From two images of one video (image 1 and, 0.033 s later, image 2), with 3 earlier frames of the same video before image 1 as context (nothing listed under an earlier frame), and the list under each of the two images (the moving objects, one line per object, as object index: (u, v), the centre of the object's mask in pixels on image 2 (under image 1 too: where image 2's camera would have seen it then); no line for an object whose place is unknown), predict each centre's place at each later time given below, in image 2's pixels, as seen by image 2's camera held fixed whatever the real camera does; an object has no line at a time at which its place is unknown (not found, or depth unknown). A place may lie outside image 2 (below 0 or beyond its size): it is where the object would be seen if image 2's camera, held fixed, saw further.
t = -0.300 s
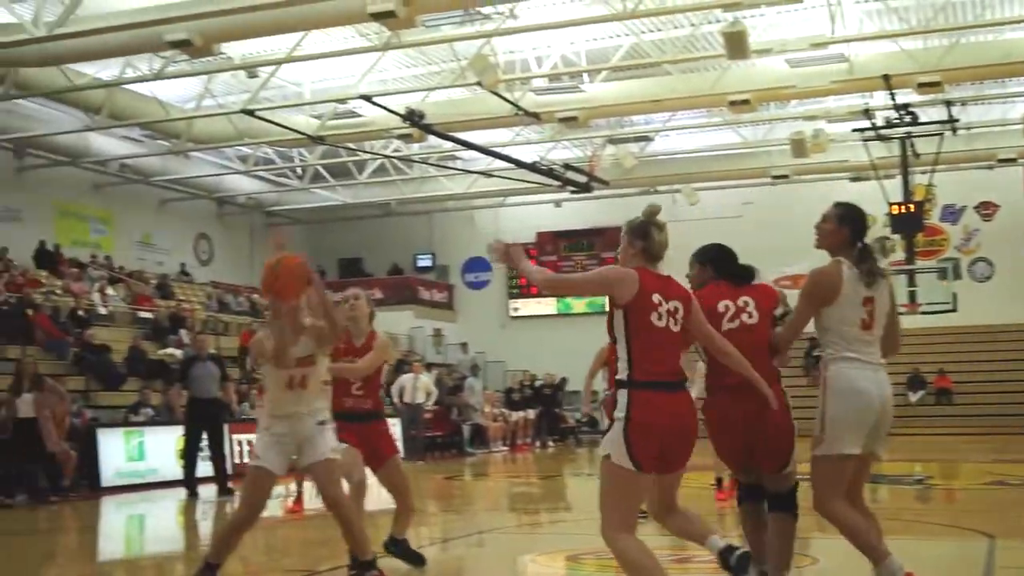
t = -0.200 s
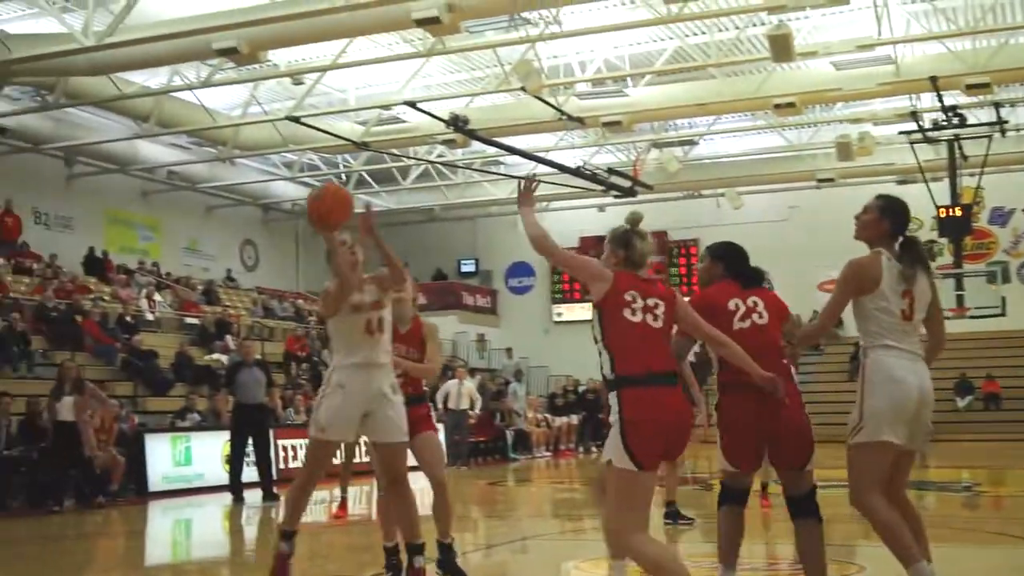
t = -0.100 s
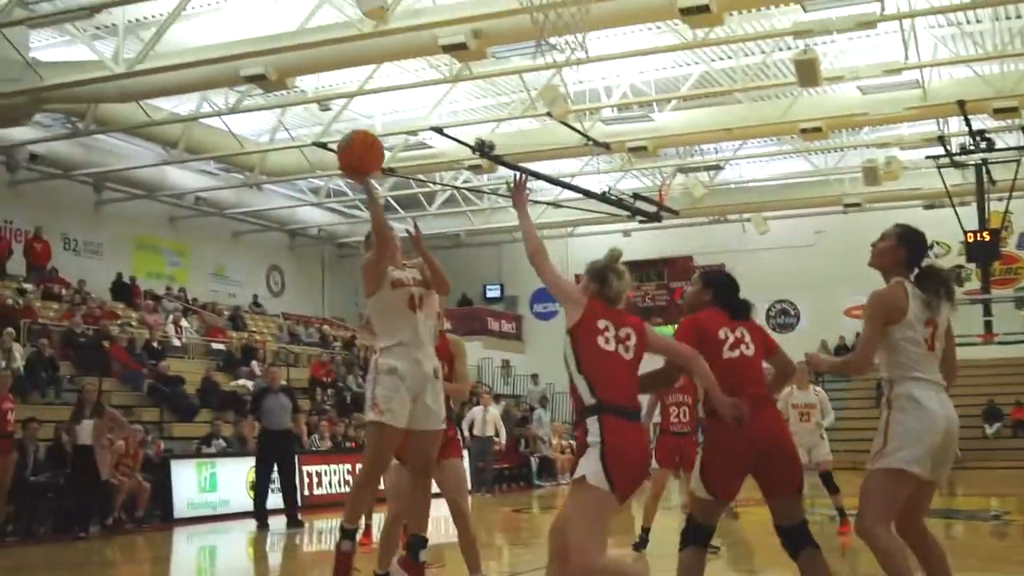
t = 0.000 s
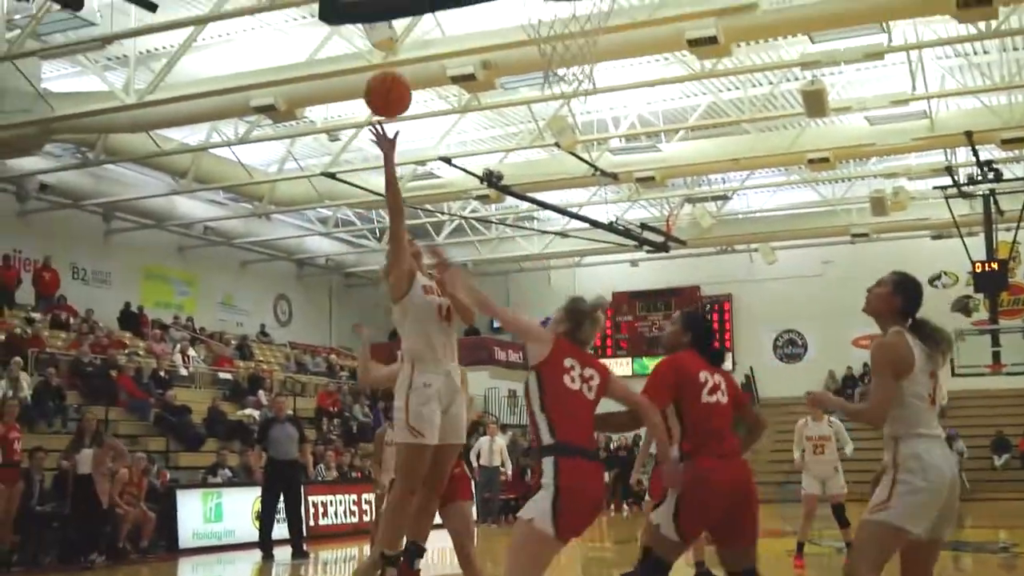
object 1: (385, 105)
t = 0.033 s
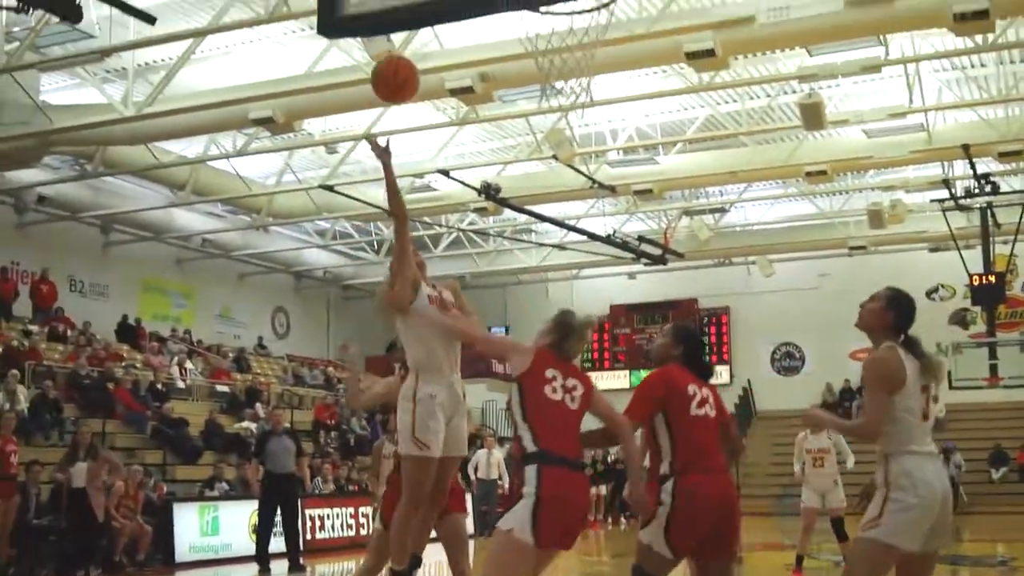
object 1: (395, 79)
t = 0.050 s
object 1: (399, 66)
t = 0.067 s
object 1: (405, 55)
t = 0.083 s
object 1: (411, 49)
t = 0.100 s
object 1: (417, 43)
